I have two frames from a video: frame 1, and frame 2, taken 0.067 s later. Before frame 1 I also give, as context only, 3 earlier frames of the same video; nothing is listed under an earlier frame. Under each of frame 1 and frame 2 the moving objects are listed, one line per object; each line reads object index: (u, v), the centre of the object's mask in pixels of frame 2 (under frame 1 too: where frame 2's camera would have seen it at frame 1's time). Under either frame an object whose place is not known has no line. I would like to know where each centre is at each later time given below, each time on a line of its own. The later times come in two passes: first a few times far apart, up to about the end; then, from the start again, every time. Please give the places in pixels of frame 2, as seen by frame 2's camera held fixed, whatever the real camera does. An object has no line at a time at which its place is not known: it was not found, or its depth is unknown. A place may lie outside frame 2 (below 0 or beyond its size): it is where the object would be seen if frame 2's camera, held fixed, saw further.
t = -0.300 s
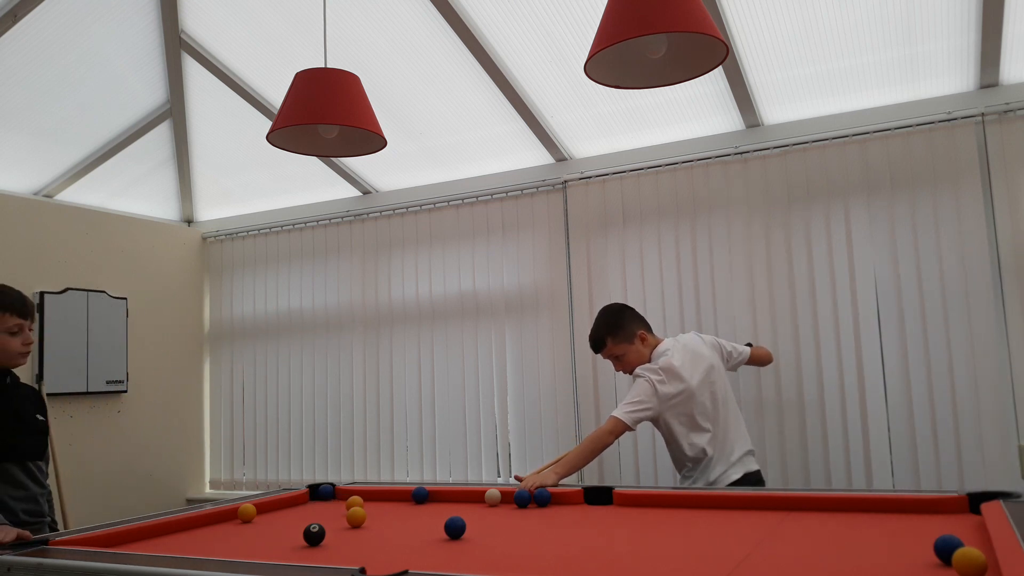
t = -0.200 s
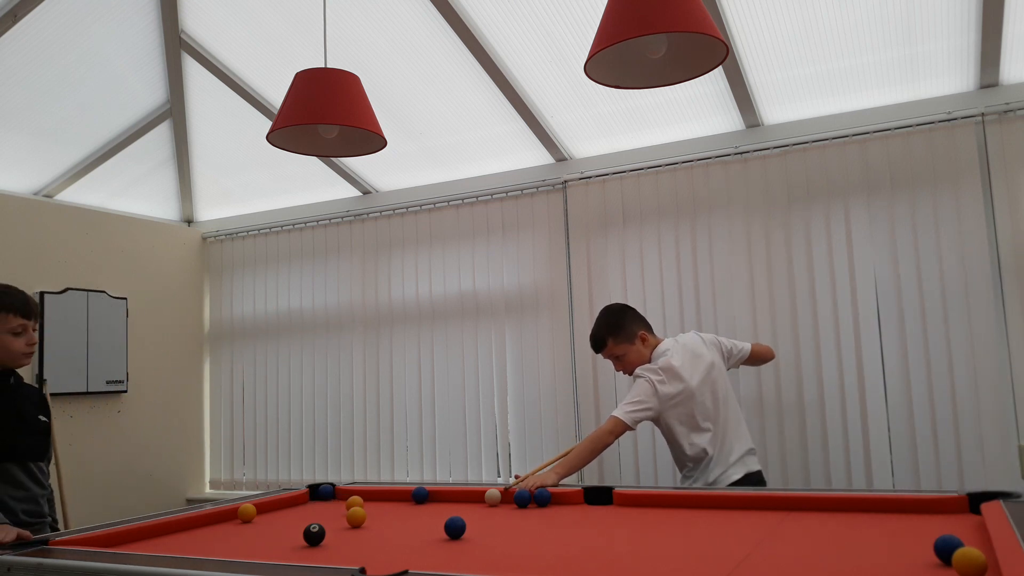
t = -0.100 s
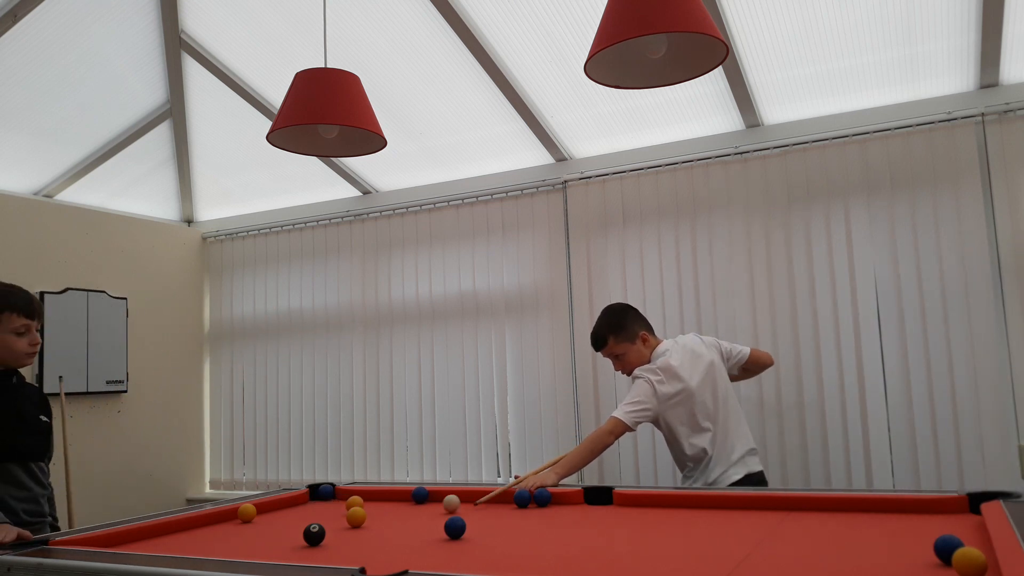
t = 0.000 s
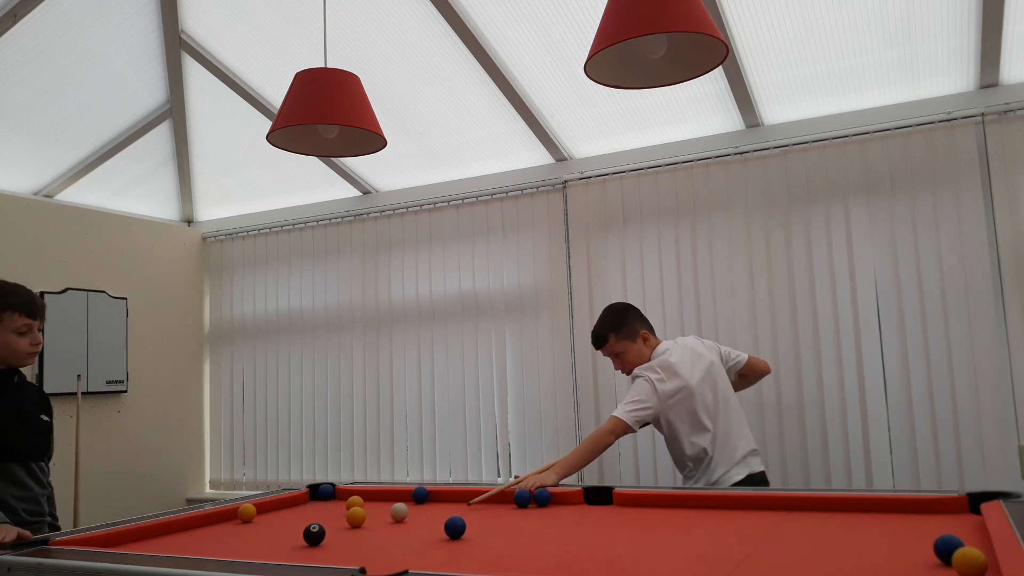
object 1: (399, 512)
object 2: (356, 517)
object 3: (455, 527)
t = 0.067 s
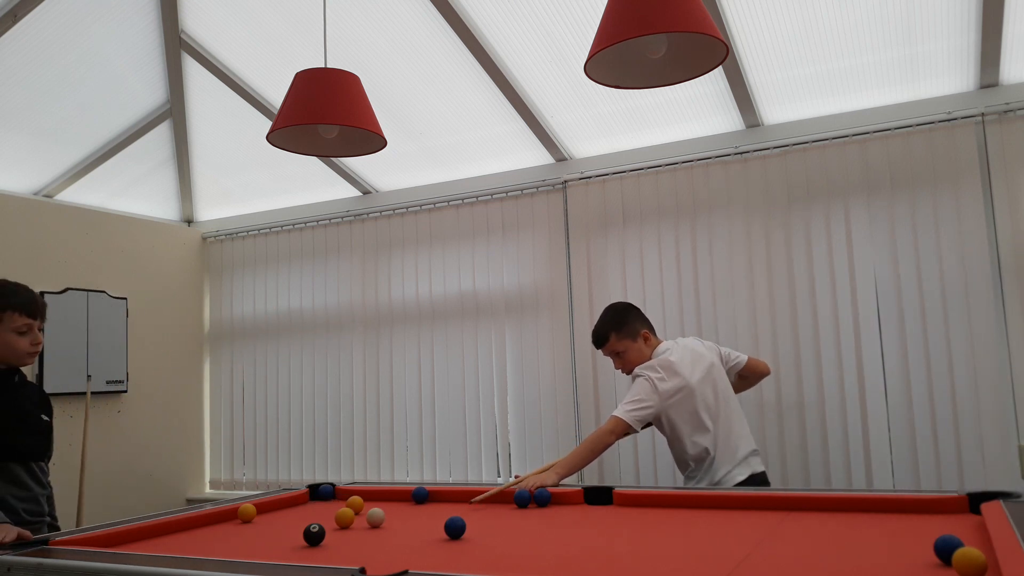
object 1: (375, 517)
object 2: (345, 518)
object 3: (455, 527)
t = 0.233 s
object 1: (357, 528)
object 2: (284, 522)
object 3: (455, 527)
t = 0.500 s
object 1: (316, 547)
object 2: (200, 527)
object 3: (455, 527)
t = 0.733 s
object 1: (297, 555)
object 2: (148, 532)
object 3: (455, 527)
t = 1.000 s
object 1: (361, 547)
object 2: (153, 540)
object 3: (455, 527)
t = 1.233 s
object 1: (409, 537)
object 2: (157, 544)
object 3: (455, 527)
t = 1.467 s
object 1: (436, 531)
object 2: (164, 547)
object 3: (465, 525)
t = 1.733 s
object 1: (436, 529)
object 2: (204, 547)
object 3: (489, 521)
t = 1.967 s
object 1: (436, 528)
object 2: (237, 547)
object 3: (507, 518)
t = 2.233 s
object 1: (435, 527)
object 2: (271, 547)
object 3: (525, 515)
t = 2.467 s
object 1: (435, 526)
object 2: (297, 545)
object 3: (538, 512)
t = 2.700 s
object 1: (434, 526)
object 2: (321, 543)
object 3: (549, 510)
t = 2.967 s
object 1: (433, 526)
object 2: (345, 542)
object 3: (559, 508)
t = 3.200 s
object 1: (433, 526)
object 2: (363, 540)
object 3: (567, 507)
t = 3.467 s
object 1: (433, 526)
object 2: (380, 539)
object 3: (573, 506)
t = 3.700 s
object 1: (433, 526)
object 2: (393, 538)
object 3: (577, 505)
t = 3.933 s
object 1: (433, 526)
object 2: (402, 537)
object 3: (579, 504)
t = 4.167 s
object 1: (433, 526)
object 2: (409, 536)
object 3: (581, 504)
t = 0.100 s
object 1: (374, 519)
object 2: (330, 519)
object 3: (455, 527)
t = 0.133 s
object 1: (371, 521)
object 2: (318, 518)
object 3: (455, 527)
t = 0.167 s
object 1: (367, 523)
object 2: (305, 519)
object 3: (455, 527)
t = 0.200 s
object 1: (362, 526)
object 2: (295, 521)
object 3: (455, 527)
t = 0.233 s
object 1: (357, 528)
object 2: (284, 522)
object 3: (455, 527)
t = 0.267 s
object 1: (353, 530)
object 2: (273, 523)
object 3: (455, 527)
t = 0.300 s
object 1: (347, 532)
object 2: (263, 524)
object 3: (455, 527)
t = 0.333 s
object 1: (343, 535)
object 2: (252, 524)
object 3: (455, 527)
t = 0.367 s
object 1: (337, 537)
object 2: (242, 525)
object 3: (455, 527)
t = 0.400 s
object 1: (332, 540)
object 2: (231, 526)
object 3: (455, 527)
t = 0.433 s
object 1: (327, 542)
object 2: (221, 526)
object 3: (455, 527)
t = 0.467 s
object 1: (321, 545)
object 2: (210, 527)
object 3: (455, 527)
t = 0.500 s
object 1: (316, 547)
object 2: (200, 527)
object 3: (455, 527)
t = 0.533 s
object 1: (310, 550)
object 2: (189, 528)
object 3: (455, 527)
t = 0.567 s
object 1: (304, 551)
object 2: (179, 529)
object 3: (455, 527)
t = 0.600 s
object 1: (298, 553)
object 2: (168, 529)
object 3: (455, 527)
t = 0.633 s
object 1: (291, 554)
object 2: (158, 530)
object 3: (455, 527)
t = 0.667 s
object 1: (285, 555)
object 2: (147, 531)
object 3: (455, 527)
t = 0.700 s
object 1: (287, 555)
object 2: (147, 532)
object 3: (455, 527)
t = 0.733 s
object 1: (297, 555)
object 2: (148, 532)
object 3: (455, 527)
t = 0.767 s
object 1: (306, 554)
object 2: (149, 533)
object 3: (455, 527)
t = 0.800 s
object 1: (314, 554)
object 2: (149, 534)
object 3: (455, 527)
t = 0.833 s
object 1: (322, 553)
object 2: (150, 535)
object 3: (455, 527)
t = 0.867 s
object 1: (330, 552)
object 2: (150, 536)
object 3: (455, 527)
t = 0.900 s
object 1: (338, 551)
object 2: (151, 537)
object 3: (455, 527)
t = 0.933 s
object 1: (346, 550)
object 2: (151, 538)
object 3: (455, 527)
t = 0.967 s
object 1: (353, 548)
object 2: (152, 539)
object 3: (455, 527)
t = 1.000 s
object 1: (361, 547)
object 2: (153, 540)
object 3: (455, 527)
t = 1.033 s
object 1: (368, 545)
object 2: (153, 540)
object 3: (455, 527)
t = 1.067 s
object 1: (375, 544)
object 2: (154, 541)
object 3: (455, 527)
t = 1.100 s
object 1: (382, 542)
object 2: (154, 542)
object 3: (455, 527)
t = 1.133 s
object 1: (389, 541)
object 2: (155, 542)
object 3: (455, 527)
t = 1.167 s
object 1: (396, 540)
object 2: (156, 543)
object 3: (455, 527)
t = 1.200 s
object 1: (403, 538)
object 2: (157, 543)
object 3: (455, 527)
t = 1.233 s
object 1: (409, 537)
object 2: (157, 544)
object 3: (455, 527)
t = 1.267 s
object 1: (415, 536)
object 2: (158, 544)
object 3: (455, 527)
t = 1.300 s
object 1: (421, 534)
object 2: (158, 545)
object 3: (455, 527)
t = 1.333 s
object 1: (427, 533)
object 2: (159, 545)
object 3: (455, 527)
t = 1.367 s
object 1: (433, 532)
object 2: (159, 545)
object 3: (455, 527)
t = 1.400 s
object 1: (436, 531)
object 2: (160, 546)
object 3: (457, 527)
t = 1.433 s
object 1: (436, 531)
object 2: (161, 546)
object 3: (461, 526)
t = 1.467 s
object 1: (436, 531)
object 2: (164, 547)
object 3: (465, 525)
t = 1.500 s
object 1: (436, 530)
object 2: (170, 547)
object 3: (468, 525)
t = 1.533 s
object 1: (436, 530)
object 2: (175, 547)
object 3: (471, 524)
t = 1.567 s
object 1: (436, 530)
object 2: (180, 547)
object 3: (474, 524)
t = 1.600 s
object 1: (436, 530)
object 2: (185, 547)
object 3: (477, 523)
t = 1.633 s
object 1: (436, 529)
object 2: (190, 547)
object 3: (480, 523)
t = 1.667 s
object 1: (436, 529)
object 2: (195, 547)
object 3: (483, 522)
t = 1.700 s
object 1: (436, 529)
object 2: (200, 547)
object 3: (486, 522)
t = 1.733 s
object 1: (436, 529)
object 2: (204, 547)
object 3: (489, 521)
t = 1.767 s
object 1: (436, 529)
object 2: (210, 547)
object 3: (492, 521)
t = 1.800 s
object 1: (436, 529)
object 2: (214, 547)
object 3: (494, 520)
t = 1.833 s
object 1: (436, 528)
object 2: (219, 547)
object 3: (497, 520)
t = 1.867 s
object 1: (436, 528)
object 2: (224, 547)
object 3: (500, 519)
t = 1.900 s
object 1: (436, 528)
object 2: (228, 547)
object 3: (502, 519)
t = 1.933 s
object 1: (436, 528)
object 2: (232, 547)
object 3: (505, 519)
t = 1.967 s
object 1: (436, 528)
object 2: (237, 547)
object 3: (507, 518)
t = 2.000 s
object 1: (436, 528)
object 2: (241, 547)
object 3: (510, 518)
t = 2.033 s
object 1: (436, 527)
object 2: (246, 547)
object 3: (512, 517)
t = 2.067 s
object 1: (436, 527)
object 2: (250, 547)
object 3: (514, 517)
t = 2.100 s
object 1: (436, 527)
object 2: (254, 547)
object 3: (516, 517)
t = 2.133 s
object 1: (436, 527)
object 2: (258, 547)
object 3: (519, 516)
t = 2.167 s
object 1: (436, 527)
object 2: (263, 547)
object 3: (521, 516)
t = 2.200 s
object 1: (435, 527)
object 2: (267, 547)
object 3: (523, 515)
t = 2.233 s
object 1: (435, 527)
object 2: (271, 547)
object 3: (525, 515)
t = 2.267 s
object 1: (435, 527)
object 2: (274, 547)
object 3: (527, 514)
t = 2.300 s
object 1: (435, 527)
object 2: (278, 546)
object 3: (529, 514)
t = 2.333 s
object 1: (435, 527)
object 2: (282, 546)
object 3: (531, 514)
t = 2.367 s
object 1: (435, 527)
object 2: (286, 546)
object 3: (533, 513)
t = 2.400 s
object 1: (435, 526)
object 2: (290, 546)
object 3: (535, 513)
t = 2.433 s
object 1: (435, 526)
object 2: (294, 545)
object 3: (536, 513)
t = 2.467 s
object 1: (435, 526)
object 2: (297, 545)
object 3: (538, 512)
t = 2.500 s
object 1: (435, 526)
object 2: (301, 545)
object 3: (540, 512)
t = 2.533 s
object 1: (434, 526)
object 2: (304, 545)
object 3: (541, 512)
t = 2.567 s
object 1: (434, 526)
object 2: (308, 544)
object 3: (543, 511)
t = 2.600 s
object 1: (434, 526)
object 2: (311, 544)
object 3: (545, 511)
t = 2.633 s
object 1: (434, 526)
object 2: (314, 544)
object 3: (546, 511)
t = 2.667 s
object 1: (434, 526)
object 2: (318, 544)
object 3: (548, 510)
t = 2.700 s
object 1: (434, 526)
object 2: (321, 543)
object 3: (549, 510)
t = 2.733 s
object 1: (434, 526)
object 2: (324, 543)
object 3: (551, 510)
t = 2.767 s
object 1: (433, 526)
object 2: (327, 543)
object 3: (552, 510)
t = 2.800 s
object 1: (434, 526)
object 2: (331, 543)
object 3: (553, 510)
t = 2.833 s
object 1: (433, 526)
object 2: (334, 543)
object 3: (555, 509)
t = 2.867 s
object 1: (433, 526)
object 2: (337, 542)
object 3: (556, 509)
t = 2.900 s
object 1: (433, 526)
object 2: (340, 542)
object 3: (557, 509)
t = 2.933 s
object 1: (433, 526)
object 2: (342, 542)
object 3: (558, 508)
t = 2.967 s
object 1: (433, 526)
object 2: (345, 542)
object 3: (559, 508)
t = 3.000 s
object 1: (433, 526)
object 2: (348, 541)
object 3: (560, 508)
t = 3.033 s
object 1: (433, 526)
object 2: (351, 541)
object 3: (562, 508)
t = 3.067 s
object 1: (433, 526)
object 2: (353, 541)
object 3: (563, 508)
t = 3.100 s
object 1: (433, 526)
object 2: (356, 541)
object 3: (564, 507)
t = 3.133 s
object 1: (433, 526)
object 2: (358, 541)
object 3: (565, 507)
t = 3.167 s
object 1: (433, 526)
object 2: (361, 541)
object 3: (566, 507)
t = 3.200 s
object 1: (433, 526)
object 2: (363, 540)
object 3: (567, 507)
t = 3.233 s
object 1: (433, 526)
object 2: (365, 540)
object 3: (567, 507)
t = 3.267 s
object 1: (433, 526)
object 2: (368, 540)
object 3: (568, 506)
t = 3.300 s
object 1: (433, 526)
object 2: (370, 540)
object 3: (569, 506)
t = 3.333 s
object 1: (433, 526)
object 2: (372, 540)
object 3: (570, 506)
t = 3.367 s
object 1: (433, 526)
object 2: (374, 540)
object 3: (571, 506)
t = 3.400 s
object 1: (433, 526)
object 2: (377, 539)
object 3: (572, 506)
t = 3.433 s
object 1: (433, 526)
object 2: (378, 539)
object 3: (572, 506)
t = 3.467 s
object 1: (433, 526)
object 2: (380, 539)
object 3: (573, 506)
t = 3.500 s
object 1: (433, 526)
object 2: (382, 539)
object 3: (574, 505)
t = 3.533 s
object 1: (433, 526)
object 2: (384, 539)
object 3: (574, 505)
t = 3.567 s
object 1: (433, 526)
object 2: (386, 539)
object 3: (575, 505)
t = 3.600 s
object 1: (433, 526)
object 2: (388, 538)
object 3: (575, 505)
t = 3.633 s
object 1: (433, 526)
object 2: (389, 538)
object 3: (576, 505)
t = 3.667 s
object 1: (433, 526)
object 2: (391, 538)
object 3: (576, 505)
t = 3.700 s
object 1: (433, 526)
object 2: (393, 538)
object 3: (577, 505)
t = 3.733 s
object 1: (433, 526)
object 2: (394, 538)
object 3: (577, 504)
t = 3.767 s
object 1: (433, 526)
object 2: (396, 538)
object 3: (578, 504)
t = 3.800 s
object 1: (433, 526)
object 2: (397, 538)
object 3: (578, 504)
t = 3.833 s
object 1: (433, 526)
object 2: (398, 538)
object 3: (579, 504)
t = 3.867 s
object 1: (433, 526)
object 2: (400, 537)
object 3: (579, 504)
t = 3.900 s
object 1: (433, 526)
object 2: (401, 537)
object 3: (579, 504)
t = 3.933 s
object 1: (433, 526)
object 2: (402, 537)
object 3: (579, 504)
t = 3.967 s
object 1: (433, 526)
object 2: (403, 537)
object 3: (580, 504)
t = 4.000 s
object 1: (433, 526)
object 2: (405, 537)
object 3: (580, 504)
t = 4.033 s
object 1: (433, 526)
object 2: (405, 537)
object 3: (580, 504)
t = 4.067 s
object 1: (433, 526)
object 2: (407, 537)
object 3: (580, 504)
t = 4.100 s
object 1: (433, 526)
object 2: (407, 536)
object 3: (580, 504)
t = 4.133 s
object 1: (433, 526)
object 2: (408, 536)
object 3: (581, 504)
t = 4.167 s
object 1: (433, 526)
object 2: (409, 536)
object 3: (581, 504)
